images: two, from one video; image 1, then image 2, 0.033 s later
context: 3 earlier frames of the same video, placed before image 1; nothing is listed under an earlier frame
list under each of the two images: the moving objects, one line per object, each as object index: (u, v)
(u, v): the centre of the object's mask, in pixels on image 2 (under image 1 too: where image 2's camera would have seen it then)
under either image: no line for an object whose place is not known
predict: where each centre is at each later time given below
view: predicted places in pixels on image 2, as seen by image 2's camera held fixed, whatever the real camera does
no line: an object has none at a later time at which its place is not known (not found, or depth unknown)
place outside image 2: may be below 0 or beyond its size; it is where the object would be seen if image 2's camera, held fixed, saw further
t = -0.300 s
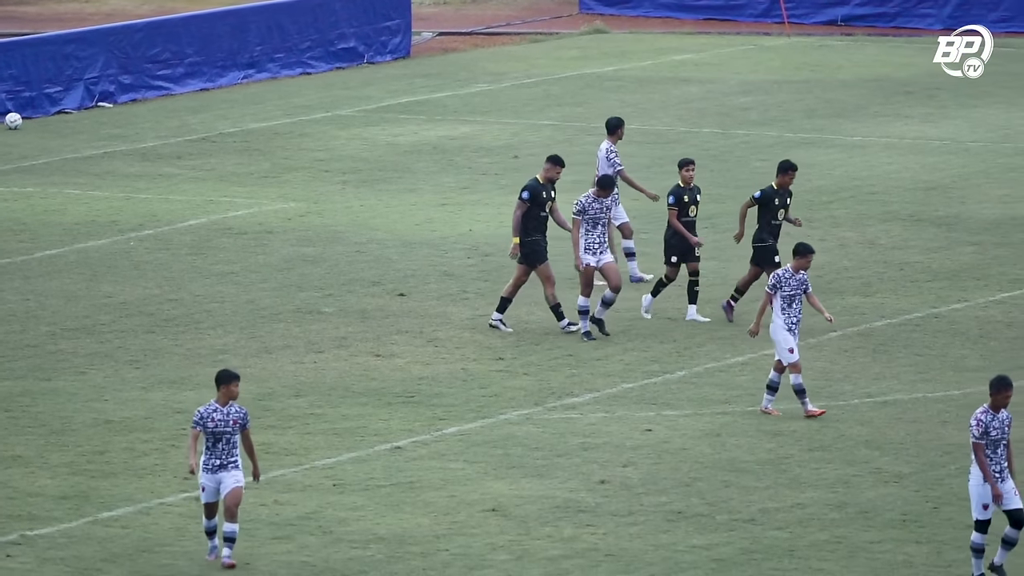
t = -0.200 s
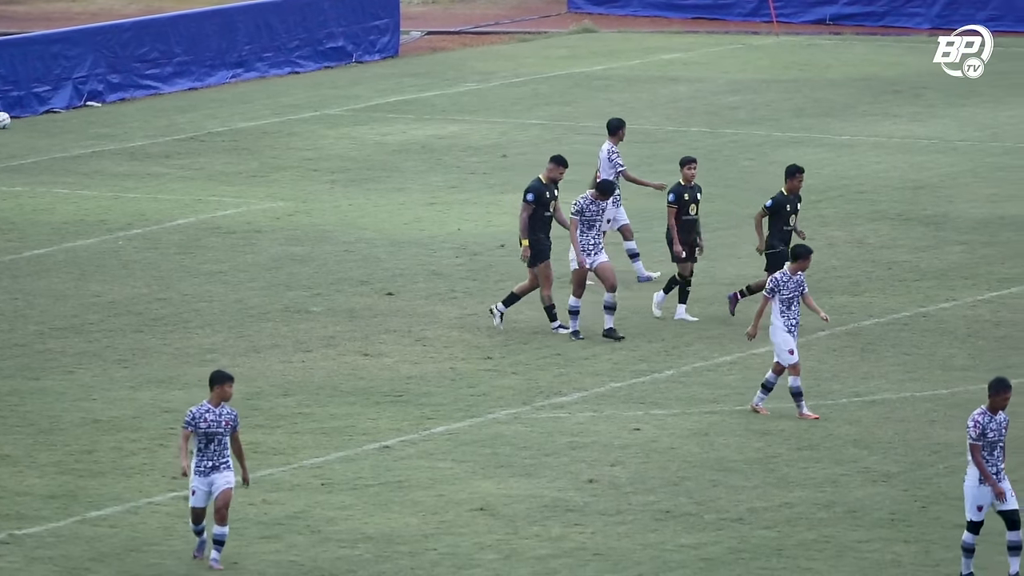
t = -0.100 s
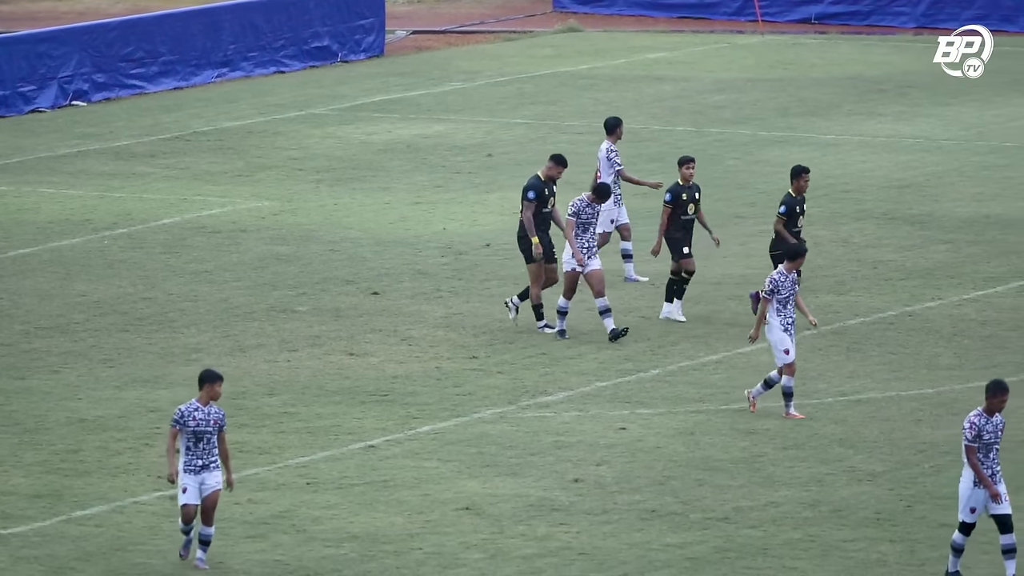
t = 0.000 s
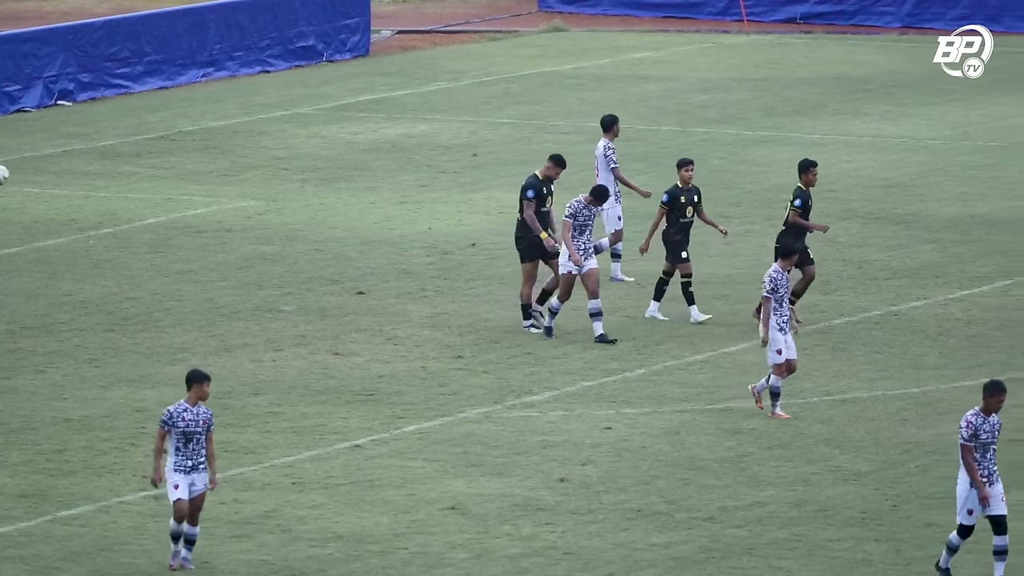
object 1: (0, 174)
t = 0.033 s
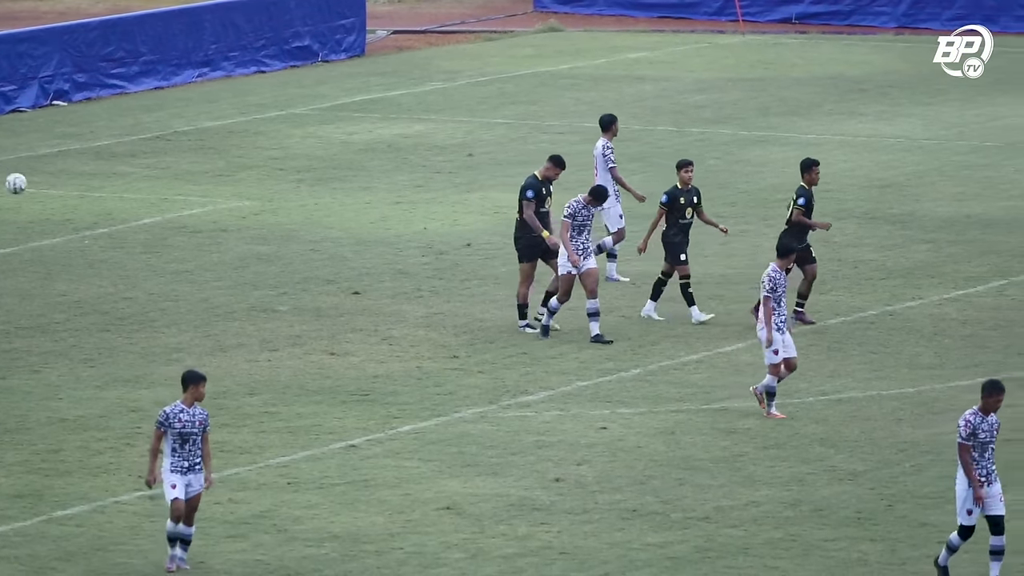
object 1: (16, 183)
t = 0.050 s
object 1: (30, 189)
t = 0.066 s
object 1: (43, 195)
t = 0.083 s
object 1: (50, 199)
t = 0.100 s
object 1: (65, 206)
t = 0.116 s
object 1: (79, 213)
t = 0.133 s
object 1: (86, 216)
